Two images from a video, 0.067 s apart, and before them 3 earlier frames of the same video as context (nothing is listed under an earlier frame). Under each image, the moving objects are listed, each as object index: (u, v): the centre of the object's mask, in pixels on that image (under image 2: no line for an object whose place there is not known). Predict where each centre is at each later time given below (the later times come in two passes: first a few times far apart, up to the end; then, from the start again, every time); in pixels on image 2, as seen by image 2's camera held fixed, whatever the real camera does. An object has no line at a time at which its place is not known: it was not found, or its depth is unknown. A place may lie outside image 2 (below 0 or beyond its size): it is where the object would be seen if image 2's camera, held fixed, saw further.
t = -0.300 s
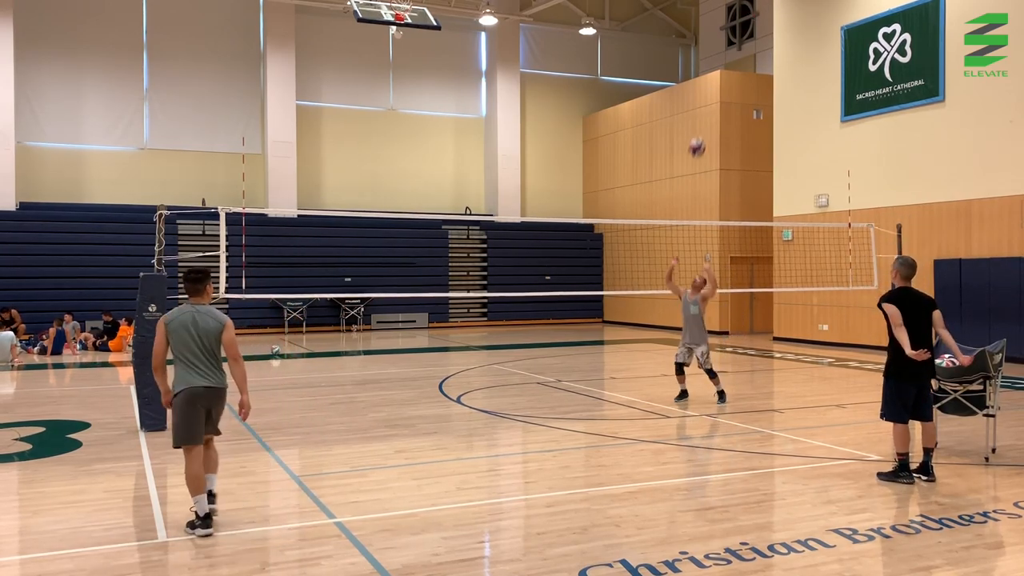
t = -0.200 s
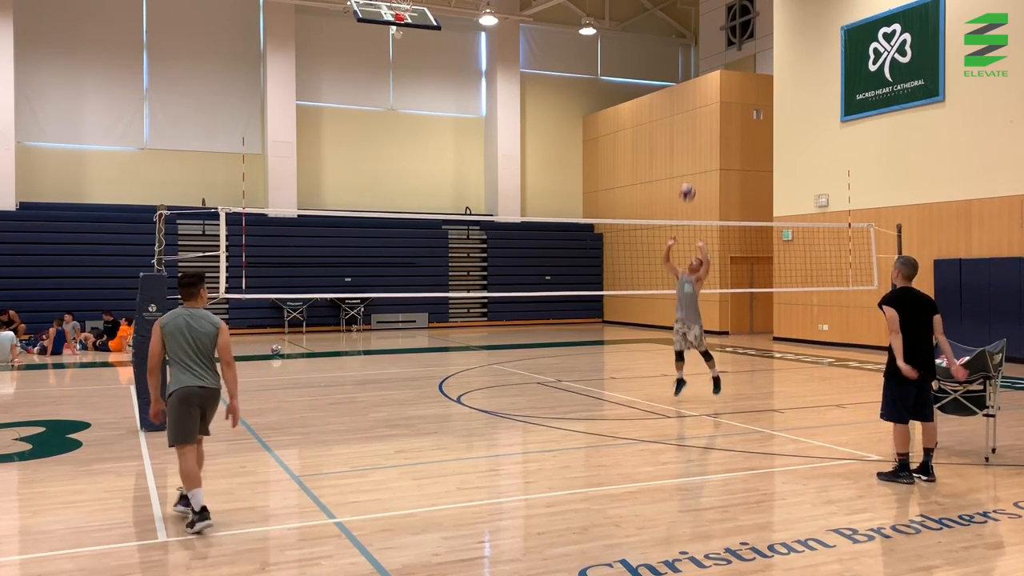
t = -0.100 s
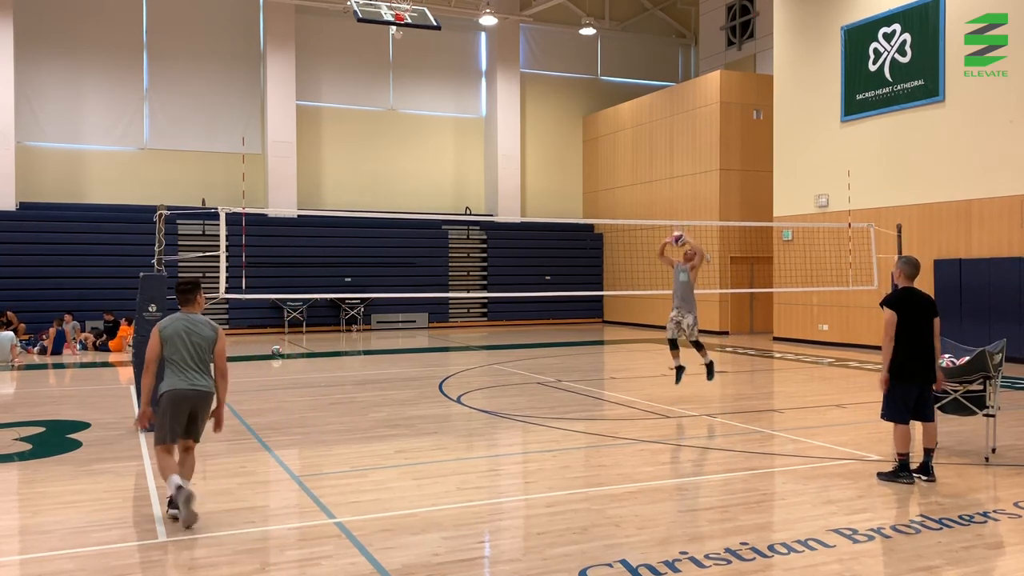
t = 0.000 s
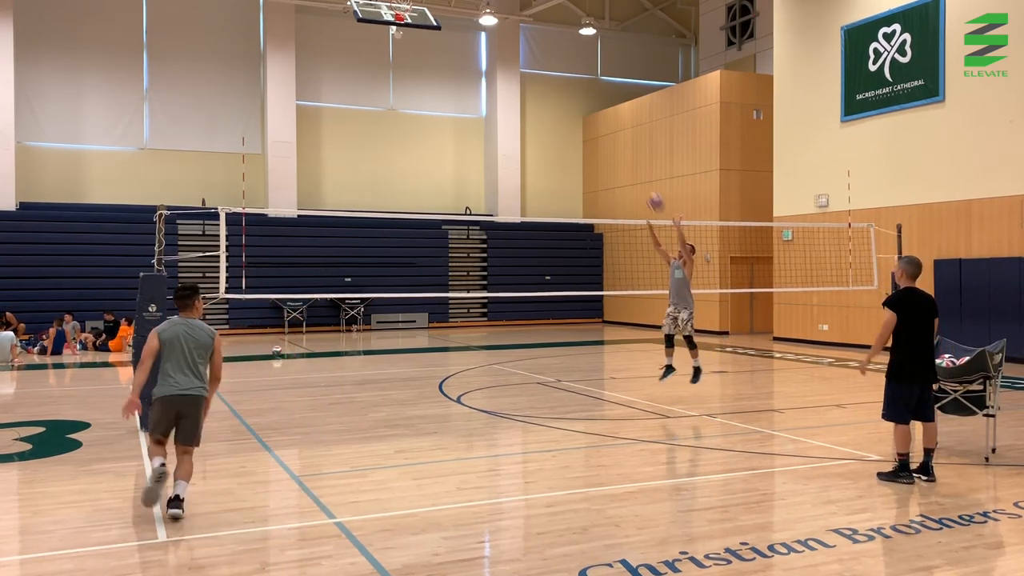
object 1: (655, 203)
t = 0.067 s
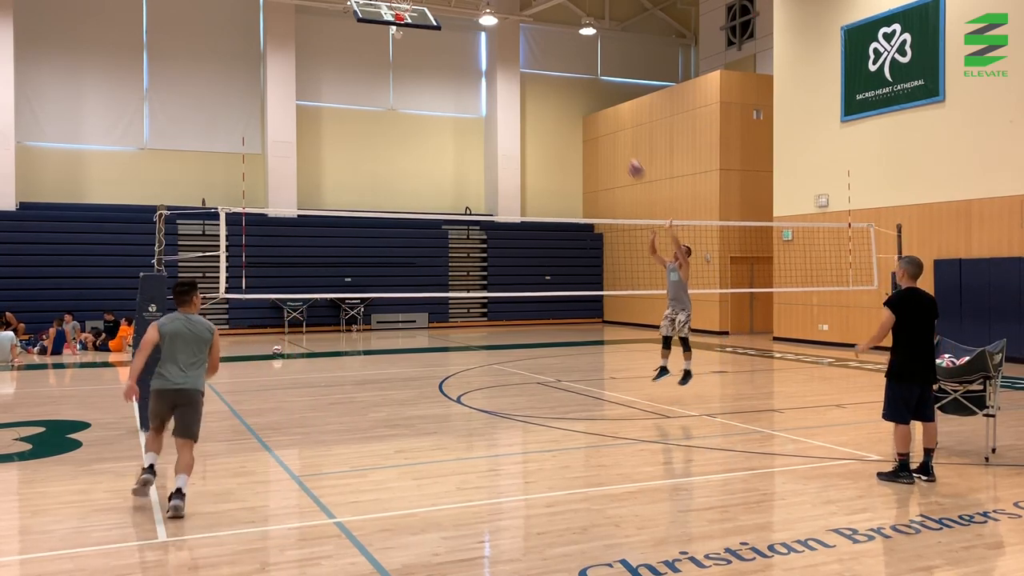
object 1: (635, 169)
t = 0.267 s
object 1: (575, 91)
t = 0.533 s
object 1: (491, 35)
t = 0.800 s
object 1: (403, 37)
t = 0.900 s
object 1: (369, 55)
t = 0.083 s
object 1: (631, 162)
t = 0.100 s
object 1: (626, 155)
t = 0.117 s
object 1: (621, 147)
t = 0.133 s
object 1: (616, 140)
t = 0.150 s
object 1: (611, 133)
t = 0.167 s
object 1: (606, 126)
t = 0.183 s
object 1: (601, 120)
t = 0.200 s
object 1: (596, 114)
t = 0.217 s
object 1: (591, 108)
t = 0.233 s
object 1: (585, 102)
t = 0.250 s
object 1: (580, 96)
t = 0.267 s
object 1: (575, 91)
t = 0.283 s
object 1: (570, 86)
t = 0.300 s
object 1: (565, 82)
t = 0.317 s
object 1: (559, 77)
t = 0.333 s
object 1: (555, 72)
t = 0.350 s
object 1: (549, 67)
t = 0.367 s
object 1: (544, 63)
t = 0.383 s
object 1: (538, 59)
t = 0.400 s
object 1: (533, 55)
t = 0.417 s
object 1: (528, 52)
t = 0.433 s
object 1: (522, 49)
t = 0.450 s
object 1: (517, 46)
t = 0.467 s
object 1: (512, 43)
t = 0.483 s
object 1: (507, 40)
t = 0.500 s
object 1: (502, 38)
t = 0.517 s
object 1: (495, 36)
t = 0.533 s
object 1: (491, 35)
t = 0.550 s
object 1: (485, 33)
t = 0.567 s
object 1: (479, 32)
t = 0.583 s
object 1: (474, 30)
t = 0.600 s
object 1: (470, 29)
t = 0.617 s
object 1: (463, 28)
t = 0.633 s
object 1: (458, 28)
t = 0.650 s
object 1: (453, 27)
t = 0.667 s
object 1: (448, 27)
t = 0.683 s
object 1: (443, 28)
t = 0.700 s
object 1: (437, 29)
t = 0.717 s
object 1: (431, 29)
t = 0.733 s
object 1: (426, 30)
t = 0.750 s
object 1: (420, 32)
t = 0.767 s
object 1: (414, 34)
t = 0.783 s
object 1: (408, 35)
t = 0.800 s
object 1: (403, 37)
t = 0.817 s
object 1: (398, 39)
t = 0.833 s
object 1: (392, 41)
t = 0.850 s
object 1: (386, 45)
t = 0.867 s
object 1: (380, 48)
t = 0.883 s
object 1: (374, 51)
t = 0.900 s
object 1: (369, 55)
